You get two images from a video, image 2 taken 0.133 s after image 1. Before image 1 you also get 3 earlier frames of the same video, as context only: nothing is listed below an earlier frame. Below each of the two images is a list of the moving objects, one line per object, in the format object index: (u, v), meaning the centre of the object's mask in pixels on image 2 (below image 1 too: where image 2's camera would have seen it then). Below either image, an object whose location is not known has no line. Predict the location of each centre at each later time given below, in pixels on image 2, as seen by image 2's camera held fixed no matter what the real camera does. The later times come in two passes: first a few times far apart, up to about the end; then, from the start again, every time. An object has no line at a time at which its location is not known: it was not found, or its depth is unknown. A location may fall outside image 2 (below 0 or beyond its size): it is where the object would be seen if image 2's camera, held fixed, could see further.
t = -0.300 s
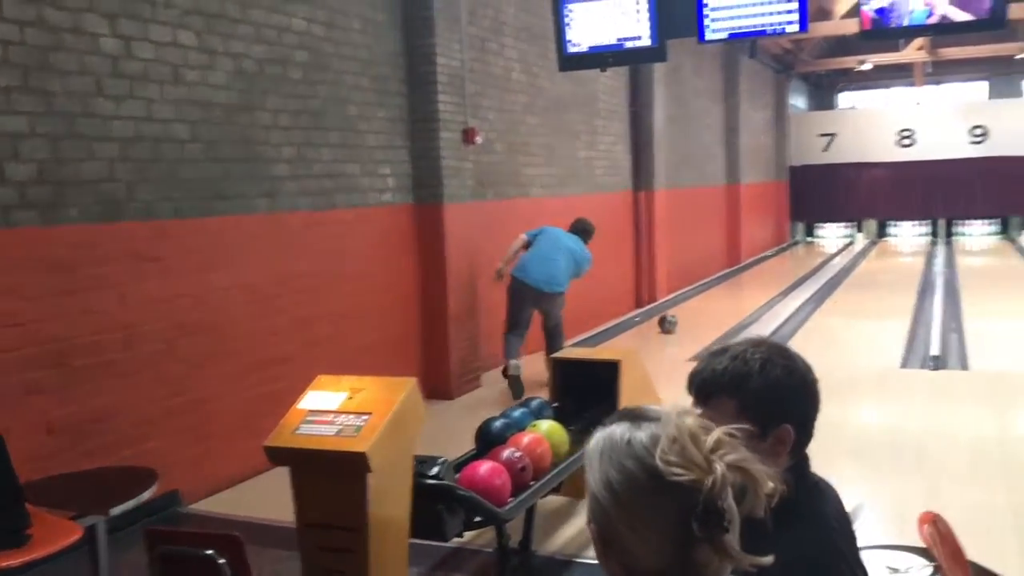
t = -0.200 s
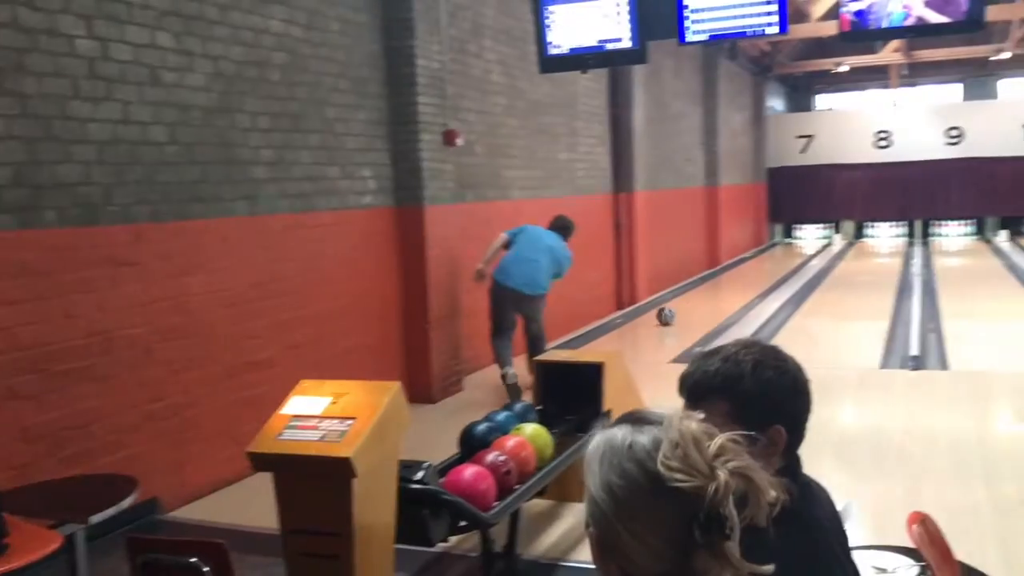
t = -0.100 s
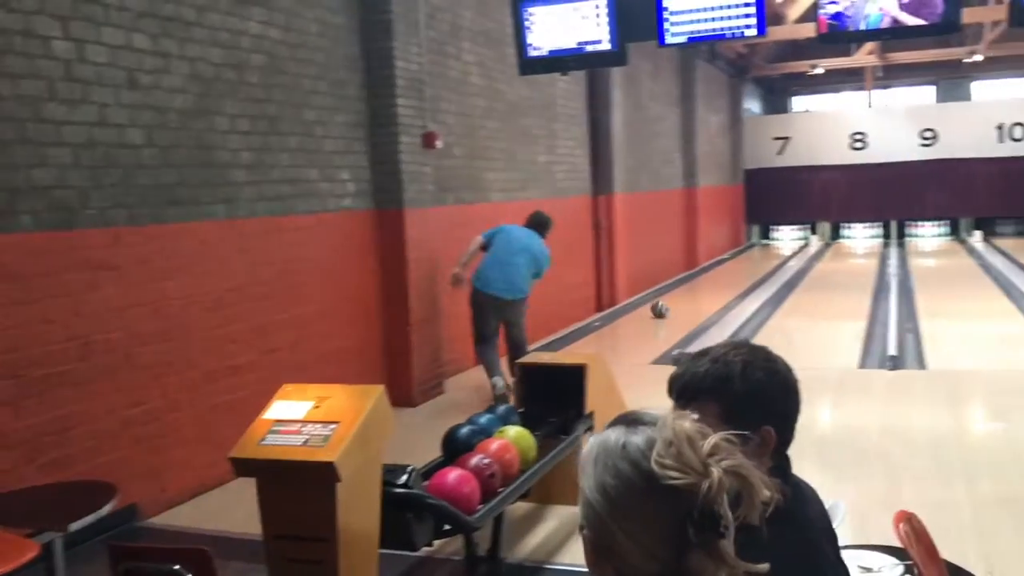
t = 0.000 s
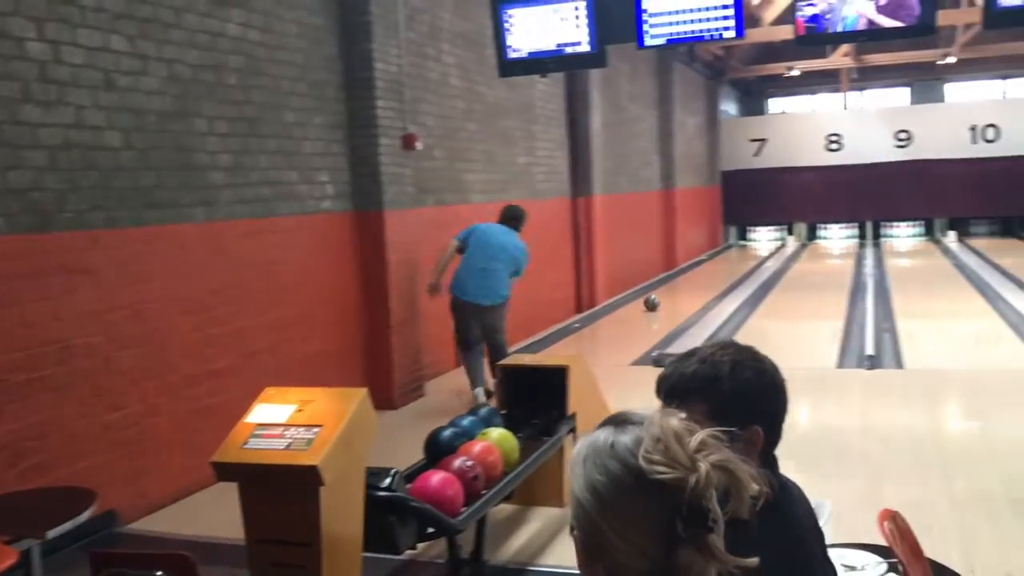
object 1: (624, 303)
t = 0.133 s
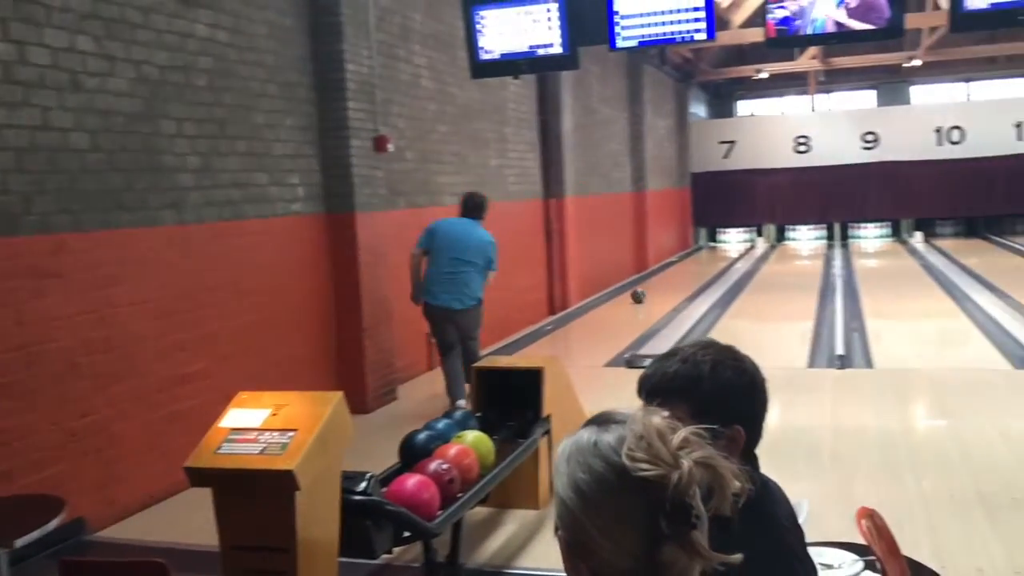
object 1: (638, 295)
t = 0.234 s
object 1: (648, 290)
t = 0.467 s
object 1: (666, 280)
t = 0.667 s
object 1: (680, 271)
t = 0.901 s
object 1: (692, 264)
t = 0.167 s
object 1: (641, 293)
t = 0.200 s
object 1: (644, 291)
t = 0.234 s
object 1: (648, 290)
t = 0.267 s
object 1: (651, 288)
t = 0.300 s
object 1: (653, 287)
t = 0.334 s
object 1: (656, 285)
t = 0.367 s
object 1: (659, 284)
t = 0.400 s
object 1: (661, 282)
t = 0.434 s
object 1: (664, 281)
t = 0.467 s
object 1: (666, 280)
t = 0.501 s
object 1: (668, 278)
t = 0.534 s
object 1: (671, 276)
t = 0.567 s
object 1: (673, 275)
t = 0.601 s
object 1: (676, 273)
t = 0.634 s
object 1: (678, 272)
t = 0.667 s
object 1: (680, 271)
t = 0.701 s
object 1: (683, 269)
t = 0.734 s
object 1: (684, 269)
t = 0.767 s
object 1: (686, 268)
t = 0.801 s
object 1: (688, 267)
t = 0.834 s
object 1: (690, 266)
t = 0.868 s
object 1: (691, 265)
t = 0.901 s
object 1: (692, 264)
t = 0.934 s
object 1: (694, 263)
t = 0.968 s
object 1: (697, 262)
